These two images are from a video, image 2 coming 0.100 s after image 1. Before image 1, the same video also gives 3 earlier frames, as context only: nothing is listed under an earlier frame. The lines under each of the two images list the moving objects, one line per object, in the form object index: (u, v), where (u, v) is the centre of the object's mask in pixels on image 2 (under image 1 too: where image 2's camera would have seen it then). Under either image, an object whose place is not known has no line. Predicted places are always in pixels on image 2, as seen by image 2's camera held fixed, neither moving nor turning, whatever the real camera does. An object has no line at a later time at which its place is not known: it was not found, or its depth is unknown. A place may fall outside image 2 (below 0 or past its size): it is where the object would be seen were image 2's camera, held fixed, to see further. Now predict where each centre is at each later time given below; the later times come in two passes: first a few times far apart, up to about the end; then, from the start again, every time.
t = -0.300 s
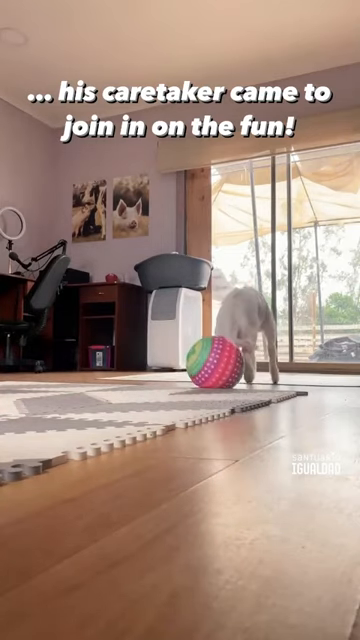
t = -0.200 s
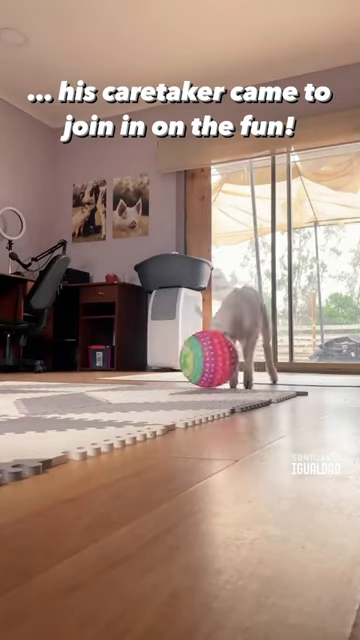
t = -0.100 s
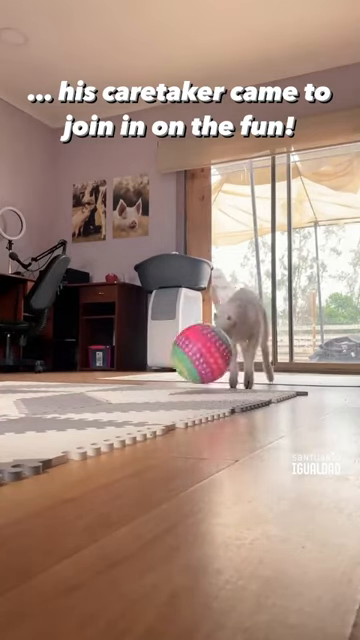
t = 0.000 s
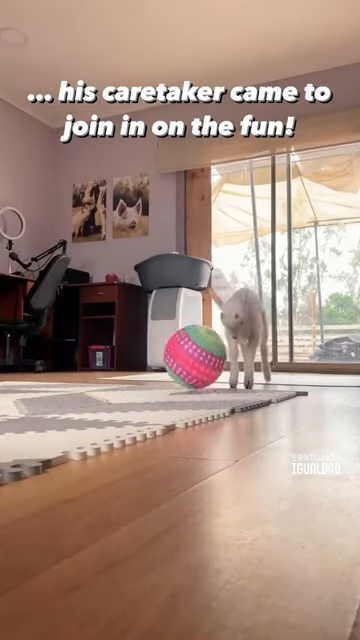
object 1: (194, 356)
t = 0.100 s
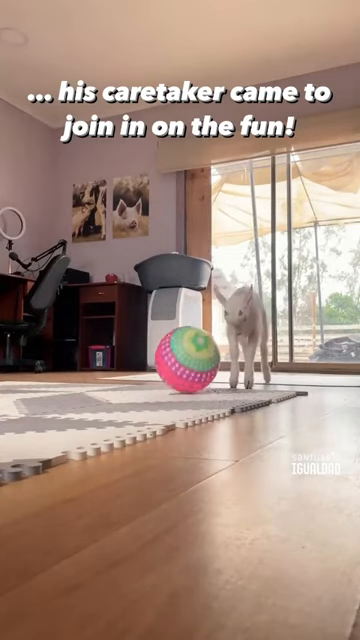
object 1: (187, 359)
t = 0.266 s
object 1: (170, 359)
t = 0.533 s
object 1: (140, 361)
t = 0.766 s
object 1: (107, 362)
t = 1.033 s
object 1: (66, 362)
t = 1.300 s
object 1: (29, 365)
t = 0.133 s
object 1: (184, 358)
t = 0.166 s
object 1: (180, 360)
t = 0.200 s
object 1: (177, 359)
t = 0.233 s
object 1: (174, 360)
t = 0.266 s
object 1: (170, 359)
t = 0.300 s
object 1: (167, 360)
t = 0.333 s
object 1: (164, 360)
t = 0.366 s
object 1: (160, 360)
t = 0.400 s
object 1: (157, 360)
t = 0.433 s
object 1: (152, 361)
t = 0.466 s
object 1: (148, 360)
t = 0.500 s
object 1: (144, 360)
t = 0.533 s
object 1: (140, 361)
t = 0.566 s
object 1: (135, 361)
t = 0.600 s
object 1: (131, 361)
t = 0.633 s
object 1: (126, 361)
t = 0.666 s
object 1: (121, 362)
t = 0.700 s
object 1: (117, 362)
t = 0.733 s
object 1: (112, 362)
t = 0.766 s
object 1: (107, 362)
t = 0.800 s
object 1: (102, 361)
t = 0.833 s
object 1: (99, 361)
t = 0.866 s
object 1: (94, 361)
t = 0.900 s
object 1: (88, 361)
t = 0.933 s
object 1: (83, 361)
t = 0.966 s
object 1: (77, 361)
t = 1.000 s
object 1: (72, 362)
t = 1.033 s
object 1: (66, 362)
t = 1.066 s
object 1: (59, 363)
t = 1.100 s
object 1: (53, 363)
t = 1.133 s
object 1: (48, 364)
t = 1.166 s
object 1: (44, 364)
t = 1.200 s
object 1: (40, 365)
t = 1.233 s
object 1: (37, 365)
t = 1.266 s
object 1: (33, 365)
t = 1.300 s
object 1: (29, 365)
